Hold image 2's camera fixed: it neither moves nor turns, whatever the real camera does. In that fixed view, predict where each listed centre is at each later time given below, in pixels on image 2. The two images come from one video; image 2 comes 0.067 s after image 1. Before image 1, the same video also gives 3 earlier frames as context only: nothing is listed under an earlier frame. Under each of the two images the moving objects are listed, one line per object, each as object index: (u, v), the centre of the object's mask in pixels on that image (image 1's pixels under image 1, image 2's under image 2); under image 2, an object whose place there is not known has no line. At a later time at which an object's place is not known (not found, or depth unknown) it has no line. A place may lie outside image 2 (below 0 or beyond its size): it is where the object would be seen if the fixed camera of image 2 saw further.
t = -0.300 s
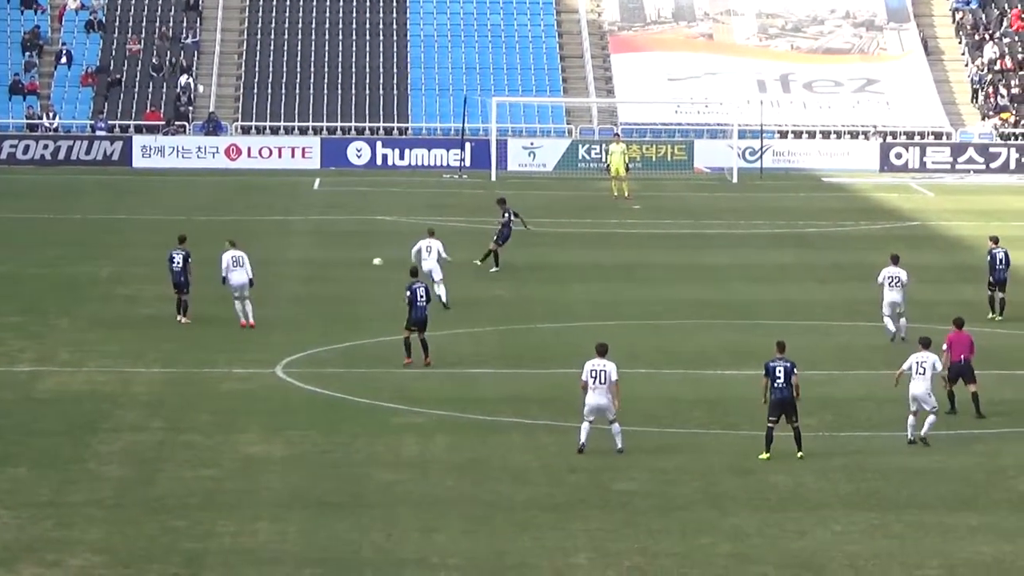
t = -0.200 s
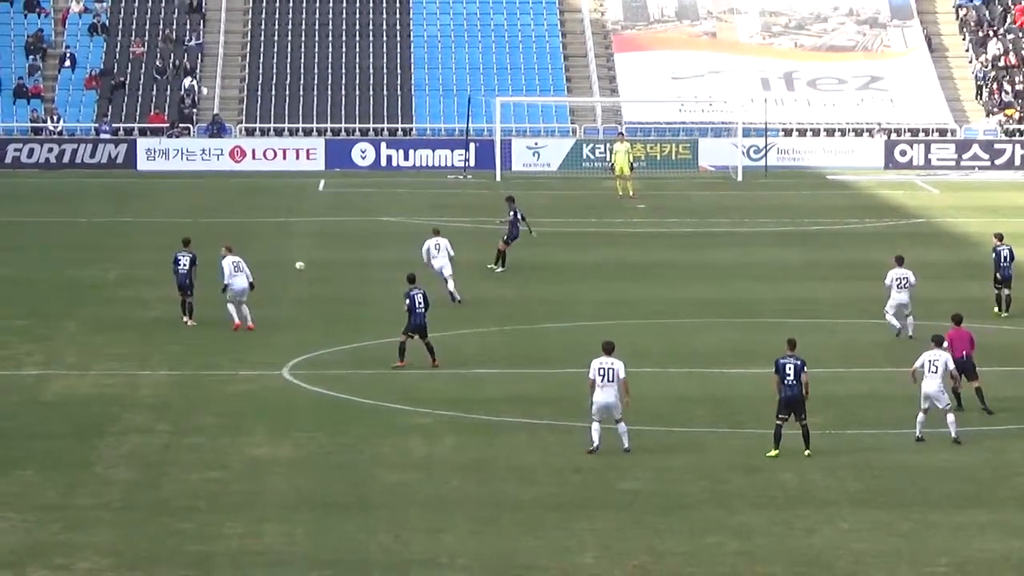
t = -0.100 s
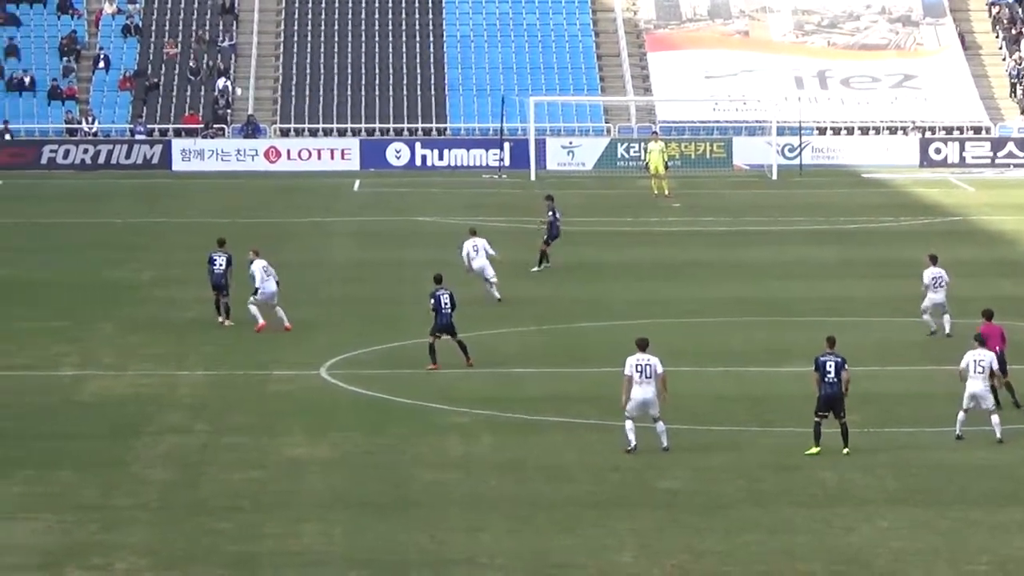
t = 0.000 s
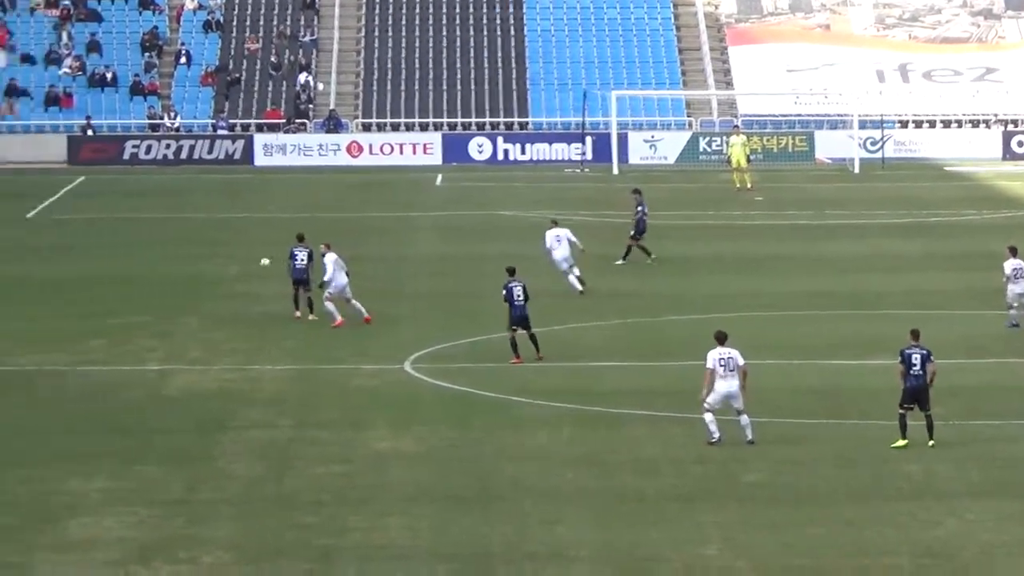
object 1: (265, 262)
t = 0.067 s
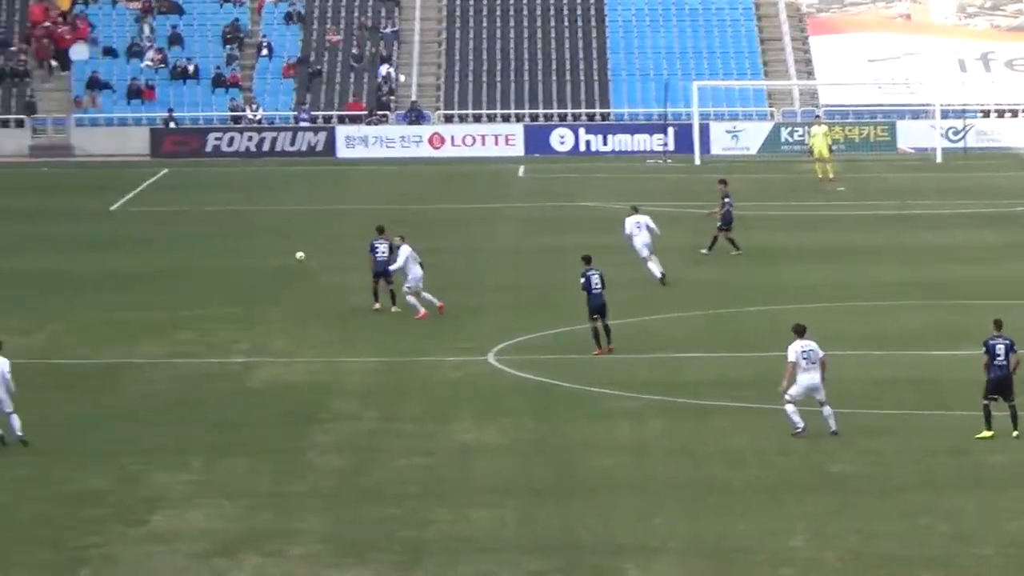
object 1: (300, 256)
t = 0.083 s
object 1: (289, 257)
